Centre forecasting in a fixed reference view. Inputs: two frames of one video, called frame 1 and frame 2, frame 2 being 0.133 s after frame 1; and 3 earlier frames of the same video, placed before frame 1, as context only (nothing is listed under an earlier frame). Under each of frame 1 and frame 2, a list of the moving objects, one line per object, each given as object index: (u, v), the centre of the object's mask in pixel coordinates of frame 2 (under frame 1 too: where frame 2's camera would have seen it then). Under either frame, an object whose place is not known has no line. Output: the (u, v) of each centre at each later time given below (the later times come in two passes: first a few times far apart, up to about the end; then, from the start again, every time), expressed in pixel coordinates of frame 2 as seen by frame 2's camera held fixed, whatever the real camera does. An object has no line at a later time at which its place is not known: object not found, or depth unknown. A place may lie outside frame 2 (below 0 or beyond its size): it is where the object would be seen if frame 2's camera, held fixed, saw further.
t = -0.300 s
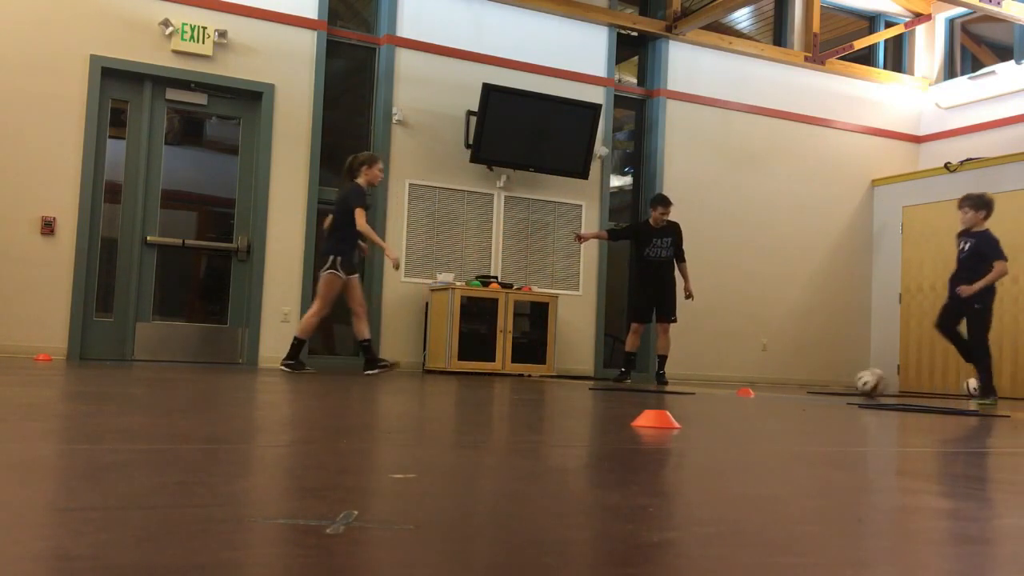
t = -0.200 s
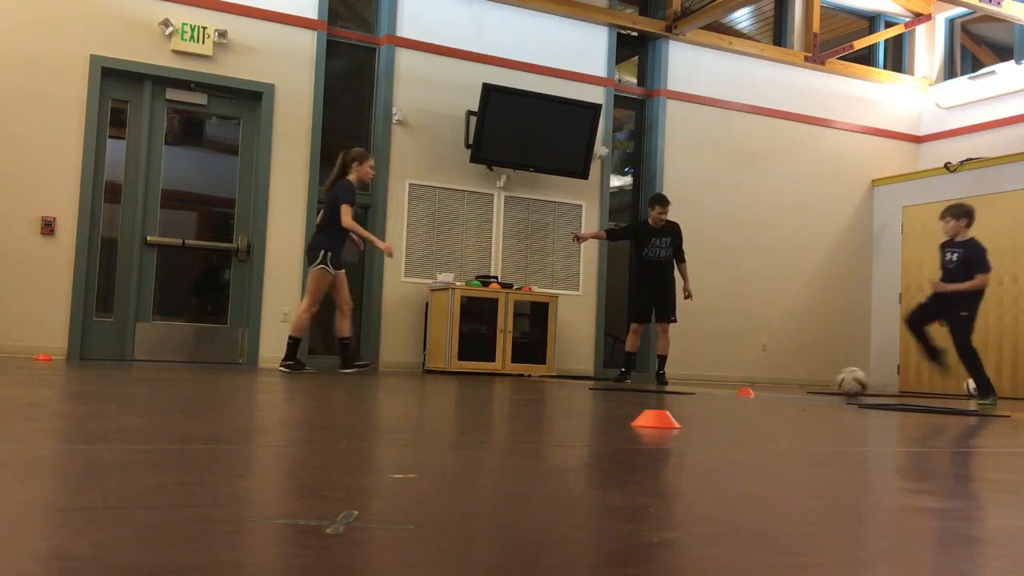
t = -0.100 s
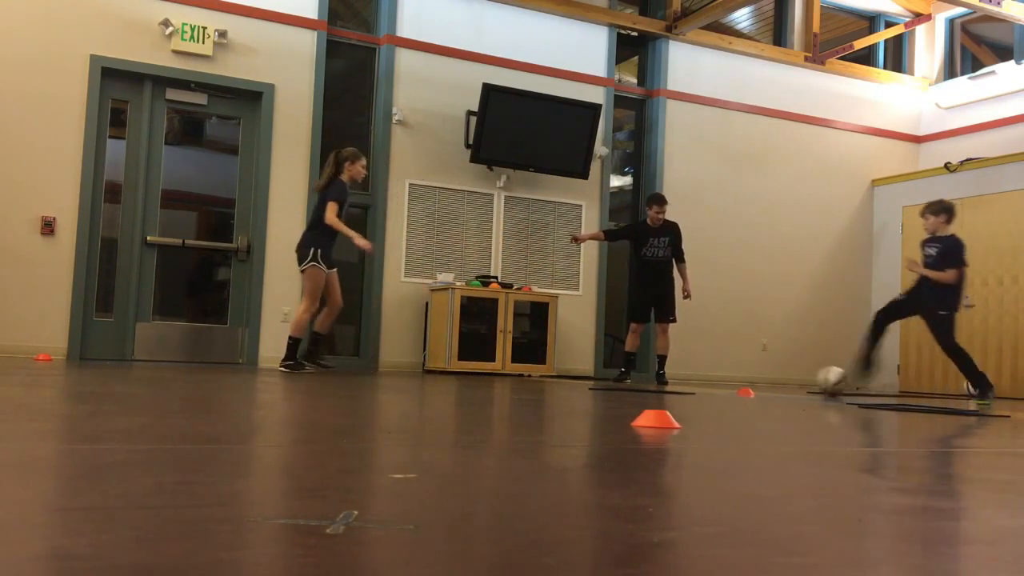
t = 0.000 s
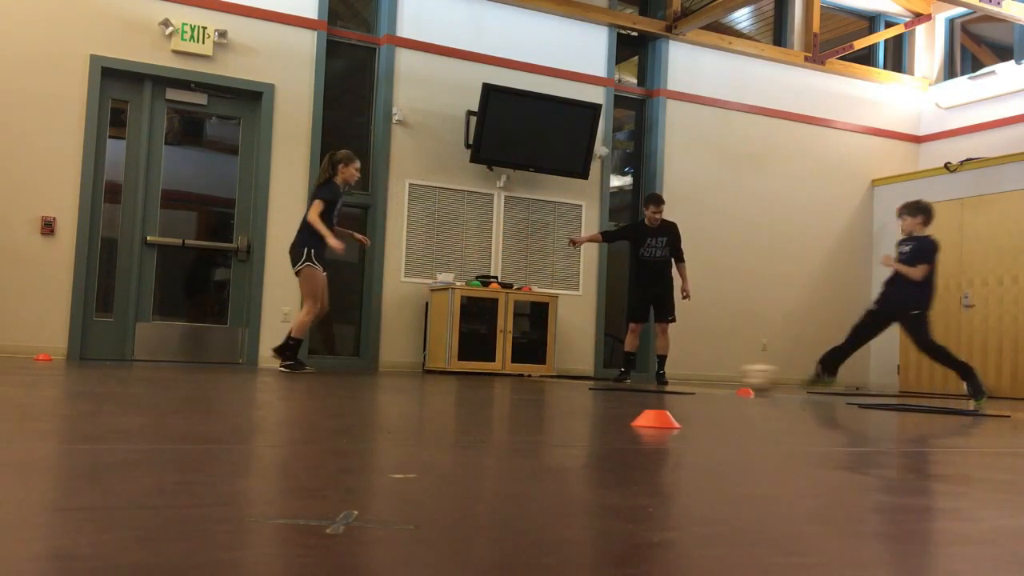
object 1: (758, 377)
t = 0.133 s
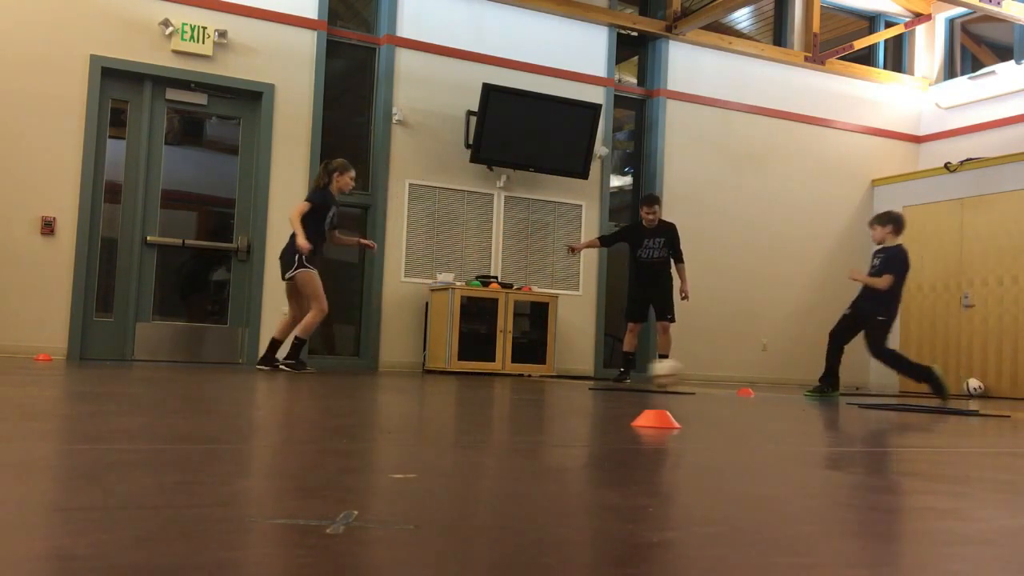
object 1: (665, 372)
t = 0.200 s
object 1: (627, 370)
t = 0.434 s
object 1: (503, 364)
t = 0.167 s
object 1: (644, 372)
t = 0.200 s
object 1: (627, 370)
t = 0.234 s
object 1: (607, 370)
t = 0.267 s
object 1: (586, 368)
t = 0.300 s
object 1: (570, 368)
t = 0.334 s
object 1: (551, 367)
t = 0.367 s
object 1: (535, 366)
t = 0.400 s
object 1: (519, 366)
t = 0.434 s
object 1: (503, 364)
